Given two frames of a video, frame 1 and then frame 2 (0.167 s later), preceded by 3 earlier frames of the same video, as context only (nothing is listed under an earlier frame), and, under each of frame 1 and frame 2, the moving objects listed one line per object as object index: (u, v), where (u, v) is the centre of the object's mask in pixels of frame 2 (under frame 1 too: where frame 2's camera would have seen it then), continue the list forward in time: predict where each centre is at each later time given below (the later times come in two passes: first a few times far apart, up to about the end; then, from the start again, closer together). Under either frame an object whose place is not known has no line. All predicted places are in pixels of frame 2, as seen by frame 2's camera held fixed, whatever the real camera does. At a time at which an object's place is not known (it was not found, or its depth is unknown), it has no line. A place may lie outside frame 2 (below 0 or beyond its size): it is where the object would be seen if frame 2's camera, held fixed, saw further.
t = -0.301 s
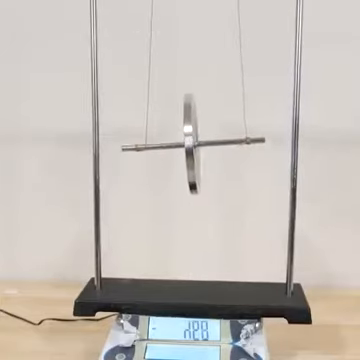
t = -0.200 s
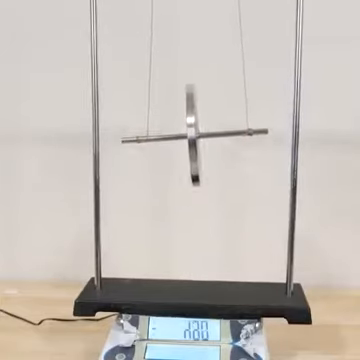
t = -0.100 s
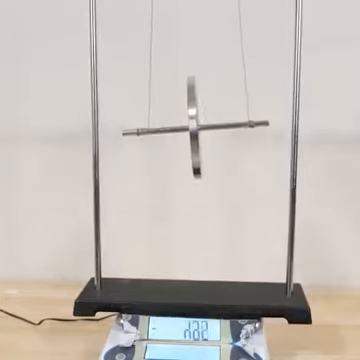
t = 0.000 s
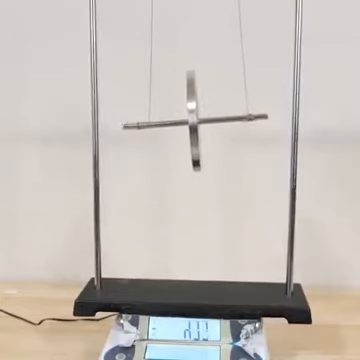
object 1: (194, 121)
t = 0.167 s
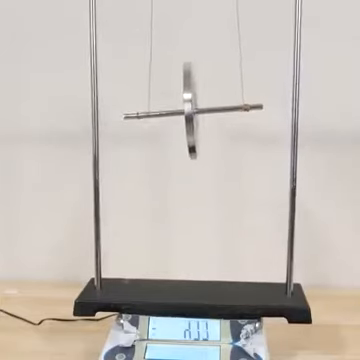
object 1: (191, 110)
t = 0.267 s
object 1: (190, 105)
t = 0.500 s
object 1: (189, 99)
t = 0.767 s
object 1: (193, 99)
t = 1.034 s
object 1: (191, 99)
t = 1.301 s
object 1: (189, 101)
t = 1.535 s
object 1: (194, 111)
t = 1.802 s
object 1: (192, 123)
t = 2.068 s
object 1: (189, 141)
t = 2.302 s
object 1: (192, 165)
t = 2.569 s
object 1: (197, 194)
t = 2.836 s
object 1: (196, 223)
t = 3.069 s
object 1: (194, 198)
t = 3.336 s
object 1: (190, 174)
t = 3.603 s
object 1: (194, 149)
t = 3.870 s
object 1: (193, 128)
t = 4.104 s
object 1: (188, 116)
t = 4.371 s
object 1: (188, 107)
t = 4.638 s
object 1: (193, 104)
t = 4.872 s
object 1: (189, 103)
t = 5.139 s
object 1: (188, 108)
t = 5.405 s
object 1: (193, 119)
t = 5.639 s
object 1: (192, 128)
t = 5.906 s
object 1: (188, 149)
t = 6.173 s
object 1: (193, 174)
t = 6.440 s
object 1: (199, 201)
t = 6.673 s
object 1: (195, 222)
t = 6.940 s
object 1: (191, 195)
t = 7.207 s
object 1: (192, 170)
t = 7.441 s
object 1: (196, 150)
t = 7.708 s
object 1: (192, 131)
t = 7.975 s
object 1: (189, 121)
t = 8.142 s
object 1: (191, 116)
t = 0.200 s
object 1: (190, 109)
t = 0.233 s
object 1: (190, 107)
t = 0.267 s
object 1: (190, 105)
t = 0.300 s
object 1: (190, 103)
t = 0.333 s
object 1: (189, 103)
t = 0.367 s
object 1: (190, 106)
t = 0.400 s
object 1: (189, 101)
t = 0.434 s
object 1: (189, 101)
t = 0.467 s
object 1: (190, 100)
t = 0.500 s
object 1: (189, 99)
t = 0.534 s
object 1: (190, 102)
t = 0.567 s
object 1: (191, 102)
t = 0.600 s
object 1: (192, 101)
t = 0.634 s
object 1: (192, 100)
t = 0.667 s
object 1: (192, 99)
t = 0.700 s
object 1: (193, 99)
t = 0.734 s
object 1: (193, 99)
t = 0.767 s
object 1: (193, 99)
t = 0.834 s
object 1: (194, 99)
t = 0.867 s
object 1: (193, 99)
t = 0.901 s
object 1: (193, 99)
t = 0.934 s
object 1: (192, 99)
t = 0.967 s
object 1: (192, 99)
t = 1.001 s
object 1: (192, 99)
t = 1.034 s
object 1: (191, 99)
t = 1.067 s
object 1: (190, 98)
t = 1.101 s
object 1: (190, 99)
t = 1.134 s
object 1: (190, 100)
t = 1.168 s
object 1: (189, 100)
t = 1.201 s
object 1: (189, 101)
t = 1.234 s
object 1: (189, 97)
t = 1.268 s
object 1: (189, 100)
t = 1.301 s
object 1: (189, 101)
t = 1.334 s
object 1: (190, 100)
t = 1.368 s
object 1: (190, 103)
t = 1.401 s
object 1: (191, 107)
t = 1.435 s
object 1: (192, 107)
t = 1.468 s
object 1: (193, 109)
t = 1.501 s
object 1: (194, 109)
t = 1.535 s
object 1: (194, 111)
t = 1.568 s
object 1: (194, 112)
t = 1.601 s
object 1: (195, 114)
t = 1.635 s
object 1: (195, 116)
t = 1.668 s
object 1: (194, 117)
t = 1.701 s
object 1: (194, 118)
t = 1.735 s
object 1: (194, 120)
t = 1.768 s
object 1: (193, 121)
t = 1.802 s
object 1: (192, 123)
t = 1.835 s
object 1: (192, 124)
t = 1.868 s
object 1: (191, 126)
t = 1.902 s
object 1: (191, 128)
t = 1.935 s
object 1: (190, 130)
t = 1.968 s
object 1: (190, 132)
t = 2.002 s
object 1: (190, 135)
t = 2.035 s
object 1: (190, 138)
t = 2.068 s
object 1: (189, 141)
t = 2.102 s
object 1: (190, 144)
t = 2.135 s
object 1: (190, 147)
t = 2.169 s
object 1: (190, 151)
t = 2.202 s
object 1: (191, 154)
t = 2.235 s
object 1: (191, 158)
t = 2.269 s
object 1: (192, 161)
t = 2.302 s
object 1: (192, 165)
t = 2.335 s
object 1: (193, 168)
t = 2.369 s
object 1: (193, 172)
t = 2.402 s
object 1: (195, 175)
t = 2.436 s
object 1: (195, 179)
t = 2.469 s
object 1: (195, 182)
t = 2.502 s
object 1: (196, 186)
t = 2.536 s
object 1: (196, 190)
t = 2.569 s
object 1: (197, 194)
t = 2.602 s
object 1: (196, 198)
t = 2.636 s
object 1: (197, 201)
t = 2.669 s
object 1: (197, 206)
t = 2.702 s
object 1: (197, 209)
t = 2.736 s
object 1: (197, 213)
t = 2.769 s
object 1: (197, 217)
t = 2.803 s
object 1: (197, 219)
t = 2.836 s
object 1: (196, 223)
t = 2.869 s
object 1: (196, 222)
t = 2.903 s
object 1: (196, 218)
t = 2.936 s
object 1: (195, 212)
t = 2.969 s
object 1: (195, 209)
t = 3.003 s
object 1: (195, 205)
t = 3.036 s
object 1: (194, 201)
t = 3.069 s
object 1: (194, 198)
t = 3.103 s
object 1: (192, 195)
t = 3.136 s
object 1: (192, 192)
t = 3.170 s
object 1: (191, 189)
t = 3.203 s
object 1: (191, 186)
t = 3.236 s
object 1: (191, 183)
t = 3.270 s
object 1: (190, 181)
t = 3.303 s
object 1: (190, 177)
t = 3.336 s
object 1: (190, 174)
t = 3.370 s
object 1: (190, 171)
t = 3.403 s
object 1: (190, 168)
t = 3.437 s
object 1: (191, 164)
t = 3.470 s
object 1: (191, 161)
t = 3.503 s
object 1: (191, 158)
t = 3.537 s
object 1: (192, 155)
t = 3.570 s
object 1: (193, 152)
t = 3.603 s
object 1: (194, 149)
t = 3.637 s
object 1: (194, 147)
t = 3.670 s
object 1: (195, 144)
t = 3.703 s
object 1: (194, 141)
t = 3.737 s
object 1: (195, 138)
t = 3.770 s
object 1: (195, 136)
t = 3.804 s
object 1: (194, 133)
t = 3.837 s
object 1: (194, 130)
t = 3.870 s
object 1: (193, 128)
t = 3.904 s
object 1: (193, 125)
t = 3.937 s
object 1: (192, 123)
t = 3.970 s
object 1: (191, 121)
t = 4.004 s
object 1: (190, 119)
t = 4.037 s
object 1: (189, 119)
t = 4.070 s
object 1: (189, 117)
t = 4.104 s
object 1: (188, 116)
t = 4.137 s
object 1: (188, 115)
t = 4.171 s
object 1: (188, 114)
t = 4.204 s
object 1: (188, 113)
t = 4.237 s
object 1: (188, 112)
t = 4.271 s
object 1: (188, 110)
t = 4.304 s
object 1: (188, 109)
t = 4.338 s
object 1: (189, 108)
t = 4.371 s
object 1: (188, 107)
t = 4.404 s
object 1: (189, 107)
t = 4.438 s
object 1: (190, 106)
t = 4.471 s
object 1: (190, 105)
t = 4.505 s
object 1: (190, 105)
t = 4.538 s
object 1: (191, 105)
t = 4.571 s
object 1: (192, 105)
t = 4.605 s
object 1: (193, 104)
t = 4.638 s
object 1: (193, 104)
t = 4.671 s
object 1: (192, 103)
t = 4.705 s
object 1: (192, 103)
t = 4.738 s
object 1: (191, 102)
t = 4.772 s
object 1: (191, 102)
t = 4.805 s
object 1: (190, 102)
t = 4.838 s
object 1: (190, 102)
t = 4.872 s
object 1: (189, 103)
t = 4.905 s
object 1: (188, 103)
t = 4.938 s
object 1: (187, 104)
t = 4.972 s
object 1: (187, 105)
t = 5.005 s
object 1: (187, 105)
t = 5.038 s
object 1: (186, 106)
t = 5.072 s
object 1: (187, 107)
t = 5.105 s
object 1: (187, 107)
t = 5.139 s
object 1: (188, 108)
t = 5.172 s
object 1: (188, 108)
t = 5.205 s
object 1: (189, 109)
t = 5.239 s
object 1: (190, 110)
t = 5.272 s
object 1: (191, 111)
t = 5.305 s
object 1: (192, 111)
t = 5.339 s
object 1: (193, 113)
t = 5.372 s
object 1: (192, 117)
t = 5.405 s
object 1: (193, 119)
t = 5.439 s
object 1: (194, 120)
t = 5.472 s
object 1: (193, 122)
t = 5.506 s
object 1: (194, 122)
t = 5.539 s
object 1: (194, 124)
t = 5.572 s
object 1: (194, 124)
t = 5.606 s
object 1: (192, 126)
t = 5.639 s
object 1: (192, 128)
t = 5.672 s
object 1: (191, 130)
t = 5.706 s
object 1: (191, 132)
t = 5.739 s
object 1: (190, 134)
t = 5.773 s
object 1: (190, 137)
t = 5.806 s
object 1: (189, 140)
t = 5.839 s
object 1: (188, 143)
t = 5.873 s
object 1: (188, 146)
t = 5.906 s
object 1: (188, 149)
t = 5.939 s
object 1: (188, 152)
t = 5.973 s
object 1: (188, 155)
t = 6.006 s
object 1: (189, 158)
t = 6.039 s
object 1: (189, 161)
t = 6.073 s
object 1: (190, 164)
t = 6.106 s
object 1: (191, 167)
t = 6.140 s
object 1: (193, 171)
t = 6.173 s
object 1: (193, 174)
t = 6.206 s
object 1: (195, 177)
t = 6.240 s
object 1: (195, 181)
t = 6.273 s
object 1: (196, 185)
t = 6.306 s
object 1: (197, 188)
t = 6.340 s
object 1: (197, 191)
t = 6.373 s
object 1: (197, 194)
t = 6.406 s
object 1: (198, 197)
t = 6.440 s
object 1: (199, 201)
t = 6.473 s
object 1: (198, 204)
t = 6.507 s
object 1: (198, 207)
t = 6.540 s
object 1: (198, 210)
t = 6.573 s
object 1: (197, 213)
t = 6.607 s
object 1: (197, 216)
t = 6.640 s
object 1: (196, 220)
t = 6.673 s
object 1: (195, 222)
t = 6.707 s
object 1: (194, 220)
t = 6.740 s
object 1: (194, 216)
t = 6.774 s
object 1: (193, 212)
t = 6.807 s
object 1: (193, 209)
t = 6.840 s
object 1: (192, 204)
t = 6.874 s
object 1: (192, 202)
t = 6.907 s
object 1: (192, 197)
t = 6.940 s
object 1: (191, 195)
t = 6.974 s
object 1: (191, 191)
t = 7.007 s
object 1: (190, 188)
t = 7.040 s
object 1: (191, 185)
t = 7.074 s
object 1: (191, 182)
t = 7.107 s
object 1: (191, 179)
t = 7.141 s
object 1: (191, 176)
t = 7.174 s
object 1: (191, 173)
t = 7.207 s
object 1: (192, 170)
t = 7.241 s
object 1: (192, 167)
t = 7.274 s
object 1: (193, 164)
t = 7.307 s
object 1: (194, 161)
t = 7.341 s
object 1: (194, 158)
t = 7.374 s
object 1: (195, 155)
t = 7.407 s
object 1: (196, 152)
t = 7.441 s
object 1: (196, 150)
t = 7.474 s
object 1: (196, 147)
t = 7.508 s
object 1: (196, 145)
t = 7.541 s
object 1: (196, 142)
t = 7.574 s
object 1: (195, 140)
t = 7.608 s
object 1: (195, 137)
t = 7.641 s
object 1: (194, 135)
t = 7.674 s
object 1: (193, 133)
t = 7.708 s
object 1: (192, 131)
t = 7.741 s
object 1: (192, 129)
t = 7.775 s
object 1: (191, 127)
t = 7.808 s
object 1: (190, 126)
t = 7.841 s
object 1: (190, 125)
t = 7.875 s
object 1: (190, 123)
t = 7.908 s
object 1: (190, 122)
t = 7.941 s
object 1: (189, 122)
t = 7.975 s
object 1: (189, 121)
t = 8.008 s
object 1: (189, 119)
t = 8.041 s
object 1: (190, 119)
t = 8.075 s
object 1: (190, 118)
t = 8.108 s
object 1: (191, 117)
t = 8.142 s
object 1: (191, 116)
